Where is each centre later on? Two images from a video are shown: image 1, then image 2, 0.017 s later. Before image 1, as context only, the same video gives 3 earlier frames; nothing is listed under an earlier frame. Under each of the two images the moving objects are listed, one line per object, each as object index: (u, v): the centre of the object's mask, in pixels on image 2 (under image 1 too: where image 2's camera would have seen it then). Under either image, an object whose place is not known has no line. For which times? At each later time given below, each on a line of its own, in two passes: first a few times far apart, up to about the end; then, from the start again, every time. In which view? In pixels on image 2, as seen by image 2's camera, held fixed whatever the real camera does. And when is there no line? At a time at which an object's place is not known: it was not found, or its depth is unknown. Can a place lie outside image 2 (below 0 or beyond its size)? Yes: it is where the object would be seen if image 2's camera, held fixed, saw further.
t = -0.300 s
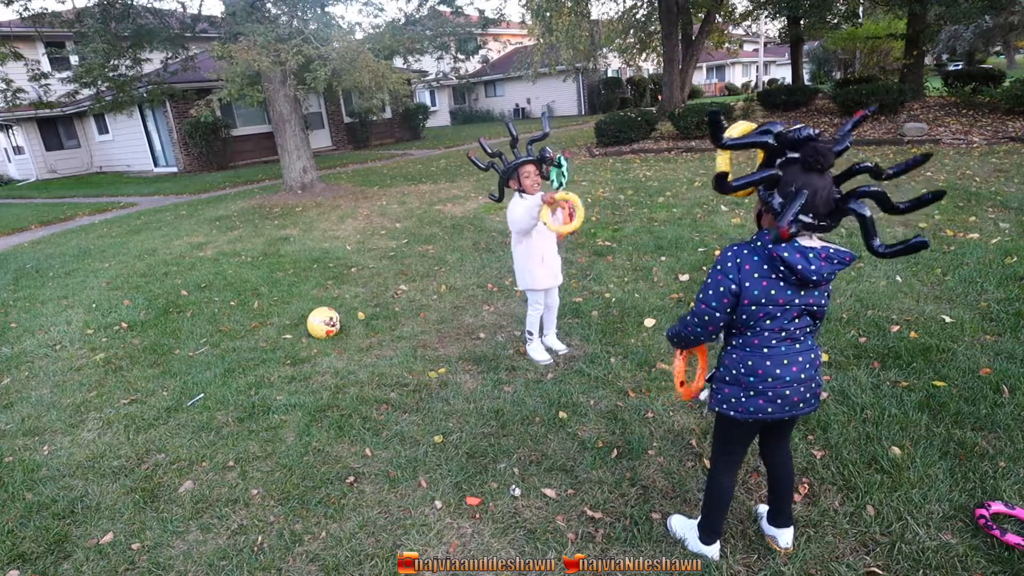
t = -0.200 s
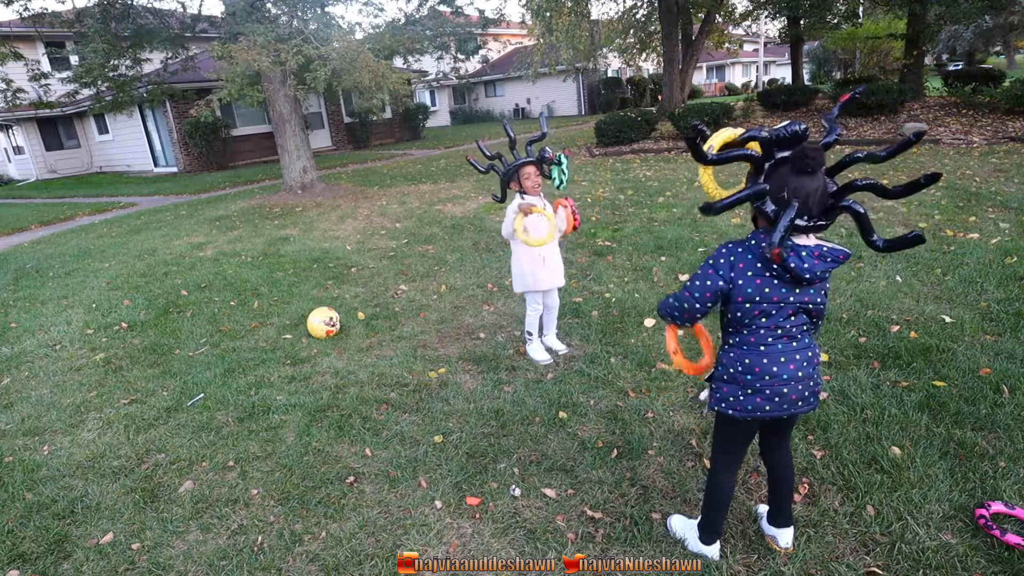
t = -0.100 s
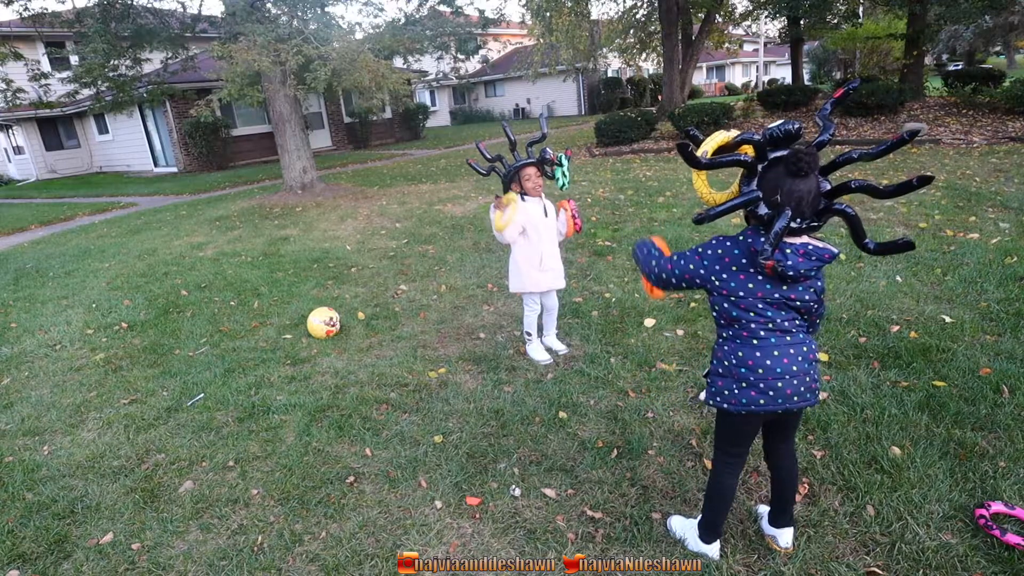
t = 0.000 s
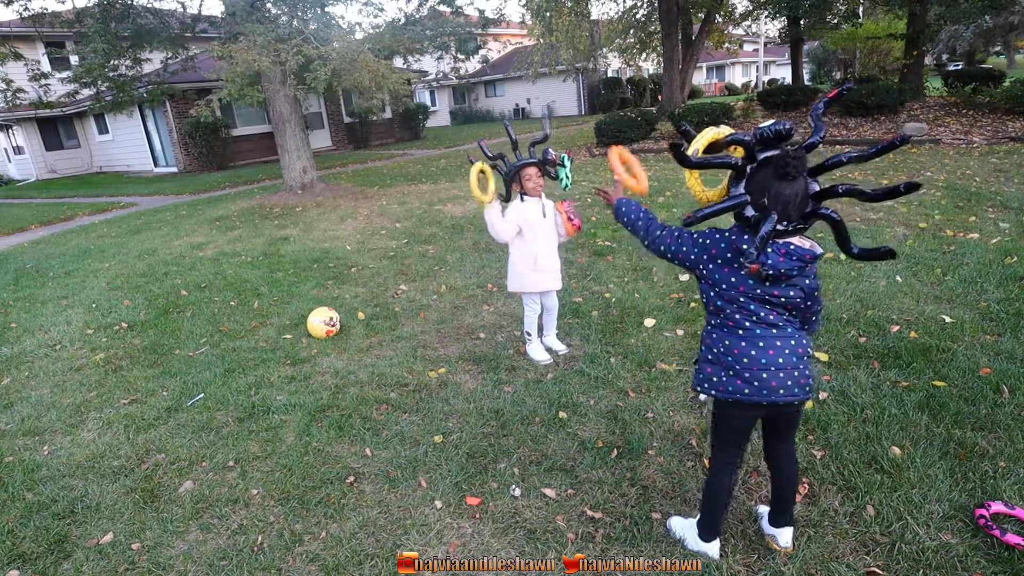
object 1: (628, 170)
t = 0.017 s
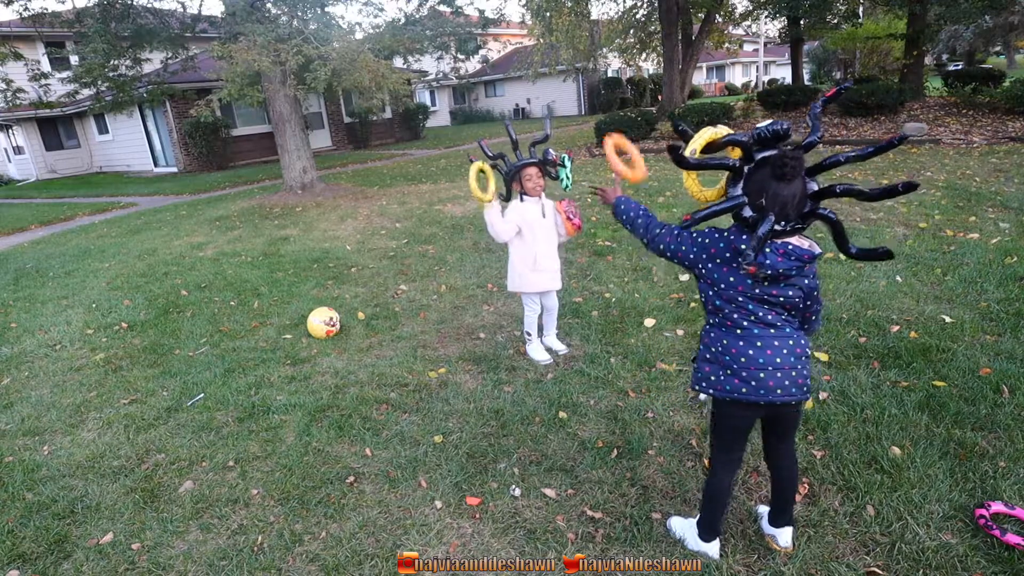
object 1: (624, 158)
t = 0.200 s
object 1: (594, 82)
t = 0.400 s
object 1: (591, 103)
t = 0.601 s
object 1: (603, 181)
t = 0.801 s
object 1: (629, 298)
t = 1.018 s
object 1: (606, 299)
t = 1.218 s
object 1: (589, 305)
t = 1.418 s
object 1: (585, 317)
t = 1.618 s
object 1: (585, 317)
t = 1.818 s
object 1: (585, 317)
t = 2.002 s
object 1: (585, 317)
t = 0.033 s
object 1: (620, 146)
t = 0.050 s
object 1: (617, 135)
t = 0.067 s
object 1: (614, 126)
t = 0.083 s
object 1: (611, 117)
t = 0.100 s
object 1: (608, 110)
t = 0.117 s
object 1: (605, 103)
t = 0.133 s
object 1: (602, 97)
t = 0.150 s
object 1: (600, 92)
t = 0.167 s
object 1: (598, 87)
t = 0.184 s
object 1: (596, 84)
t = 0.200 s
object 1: (594, 82)
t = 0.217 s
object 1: (593, 80)
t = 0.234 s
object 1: (591, 79)
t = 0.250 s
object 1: (590, 79)
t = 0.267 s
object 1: (589, 80)
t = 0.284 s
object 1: (589, 81)
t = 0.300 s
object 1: (589, 82)
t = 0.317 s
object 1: (589, 85)
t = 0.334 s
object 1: (589, 88)
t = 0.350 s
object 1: (589, 91)
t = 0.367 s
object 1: (590, 94)
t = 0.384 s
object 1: (590, 98)
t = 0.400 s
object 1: (591, 103)
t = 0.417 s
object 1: (592, 108)
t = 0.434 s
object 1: (592, 113)
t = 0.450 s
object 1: (593, 118)
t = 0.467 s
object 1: (594, 124)
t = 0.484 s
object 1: (595, 129)
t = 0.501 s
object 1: (596, 135)
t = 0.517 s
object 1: (597, 142)
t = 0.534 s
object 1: (598, 149)
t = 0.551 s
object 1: (599, 156)
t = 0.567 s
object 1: (600, 164)
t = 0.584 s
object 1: (601, 172)
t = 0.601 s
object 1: (603, 181)
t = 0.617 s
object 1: (604, 189)
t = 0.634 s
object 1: (606, 198)
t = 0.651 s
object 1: (608, 208)
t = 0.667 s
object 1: (610, 217)
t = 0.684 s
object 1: (611, 226)
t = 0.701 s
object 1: (613, 237)
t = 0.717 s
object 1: (616, 246)
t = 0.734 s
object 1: (619, 257)
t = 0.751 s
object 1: (621, 266)
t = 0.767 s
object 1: (624, 277)
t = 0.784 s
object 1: (627, 287)
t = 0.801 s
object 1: (629, 298)
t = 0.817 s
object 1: (632, 308)
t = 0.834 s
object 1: (633, 315)
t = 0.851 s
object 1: (631, 313)
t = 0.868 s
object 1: (629, 310)
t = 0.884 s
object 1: (626, 307)
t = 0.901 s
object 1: (623, 304)
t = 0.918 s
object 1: (620, 302)
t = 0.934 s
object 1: (618, 301)
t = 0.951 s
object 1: (616, 299)
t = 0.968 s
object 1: (613, 299)
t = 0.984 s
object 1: (610, 299)
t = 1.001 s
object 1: (609, 299)
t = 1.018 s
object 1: (606, 299)
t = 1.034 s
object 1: (604, 300)
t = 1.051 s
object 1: (600, 302)
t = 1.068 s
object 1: (598, 304)
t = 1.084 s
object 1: (596, 305)
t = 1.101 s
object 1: (595, 305)
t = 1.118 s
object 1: (594, 304)
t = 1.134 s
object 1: (593, 304)
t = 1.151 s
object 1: (592, 303)
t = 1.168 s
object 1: (591, 303)
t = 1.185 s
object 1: (590, 304)
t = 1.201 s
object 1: (589, 304)
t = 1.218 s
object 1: (589, 305)
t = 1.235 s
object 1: (588, 306)
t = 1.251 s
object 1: (587, 307)
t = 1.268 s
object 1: (587, 308)
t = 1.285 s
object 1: (586, 310)
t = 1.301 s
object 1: (586, 312)
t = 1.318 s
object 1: (585, 314)
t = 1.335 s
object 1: (585, 316)
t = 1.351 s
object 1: (585, 317)
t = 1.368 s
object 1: (585, 317)
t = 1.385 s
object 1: (585, 317)
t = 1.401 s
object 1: (585, 317)
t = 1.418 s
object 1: (585, 317)
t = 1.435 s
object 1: (585, 317)
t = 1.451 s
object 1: (585, 317)
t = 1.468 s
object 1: (585, 317)
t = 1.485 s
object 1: (585, 317)
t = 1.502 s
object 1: (585, 317)
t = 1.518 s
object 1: (585, 317)
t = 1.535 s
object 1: (585, 317)
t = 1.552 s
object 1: (585, 317)
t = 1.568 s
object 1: (585, 317)
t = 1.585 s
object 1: (585, 317)
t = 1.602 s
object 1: (585, 317)
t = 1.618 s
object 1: (585, 317)
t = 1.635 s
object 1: (585, 317)
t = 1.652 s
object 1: (585, 317)
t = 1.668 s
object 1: (585, 317)
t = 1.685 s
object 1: (585, 317)
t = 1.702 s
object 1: (585, 317)
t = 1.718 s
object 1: (585, 317)
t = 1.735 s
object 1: (585, 317)
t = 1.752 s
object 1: (585, 317)
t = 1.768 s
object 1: (585, 317)
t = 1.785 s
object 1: (585, 317)
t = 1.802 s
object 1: (585, 317)
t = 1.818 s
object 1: (585, 317)
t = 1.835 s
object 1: (585, 317)
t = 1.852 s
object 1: (585, 317)
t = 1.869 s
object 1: (585, 317)
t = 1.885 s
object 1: (585, 317)
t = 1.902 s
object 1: (585, 317)
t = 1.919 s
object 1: (585, 317)
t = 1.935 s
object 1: (585, 317)
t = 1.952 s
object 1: (585, 317)
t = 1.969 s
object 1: (585, 317)
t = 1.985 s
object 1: (585, 317)
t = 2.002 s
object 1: (585, 317)
